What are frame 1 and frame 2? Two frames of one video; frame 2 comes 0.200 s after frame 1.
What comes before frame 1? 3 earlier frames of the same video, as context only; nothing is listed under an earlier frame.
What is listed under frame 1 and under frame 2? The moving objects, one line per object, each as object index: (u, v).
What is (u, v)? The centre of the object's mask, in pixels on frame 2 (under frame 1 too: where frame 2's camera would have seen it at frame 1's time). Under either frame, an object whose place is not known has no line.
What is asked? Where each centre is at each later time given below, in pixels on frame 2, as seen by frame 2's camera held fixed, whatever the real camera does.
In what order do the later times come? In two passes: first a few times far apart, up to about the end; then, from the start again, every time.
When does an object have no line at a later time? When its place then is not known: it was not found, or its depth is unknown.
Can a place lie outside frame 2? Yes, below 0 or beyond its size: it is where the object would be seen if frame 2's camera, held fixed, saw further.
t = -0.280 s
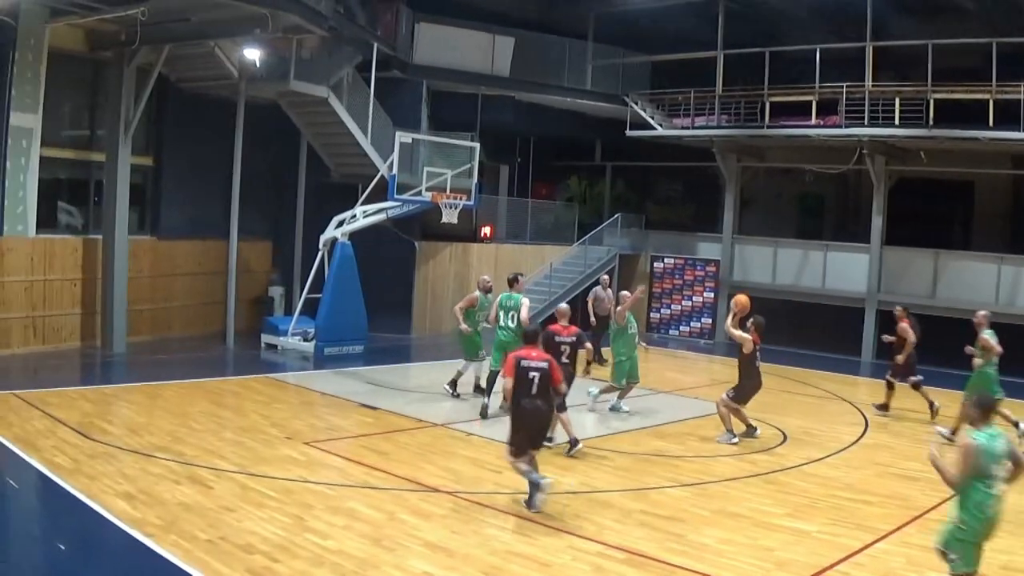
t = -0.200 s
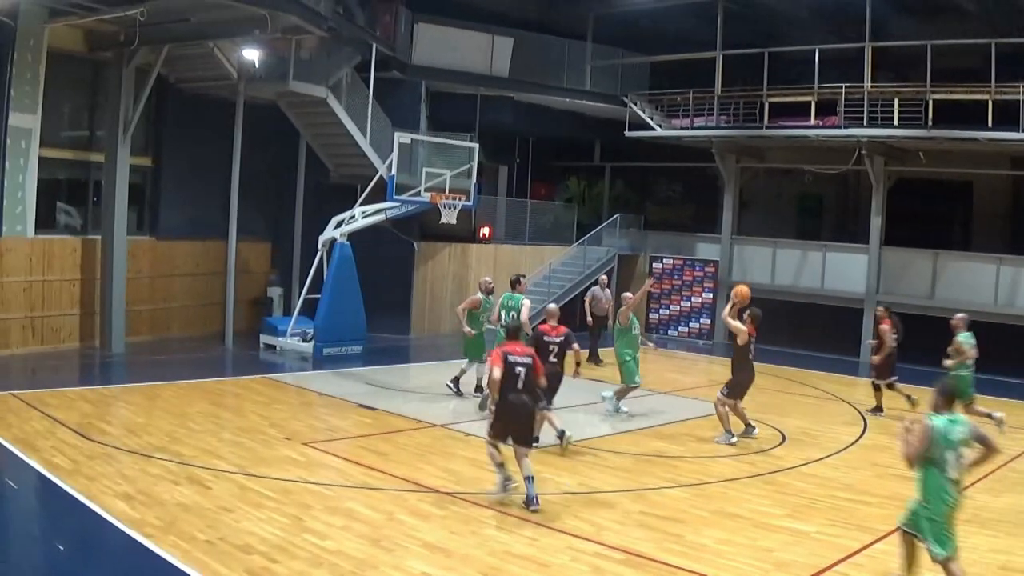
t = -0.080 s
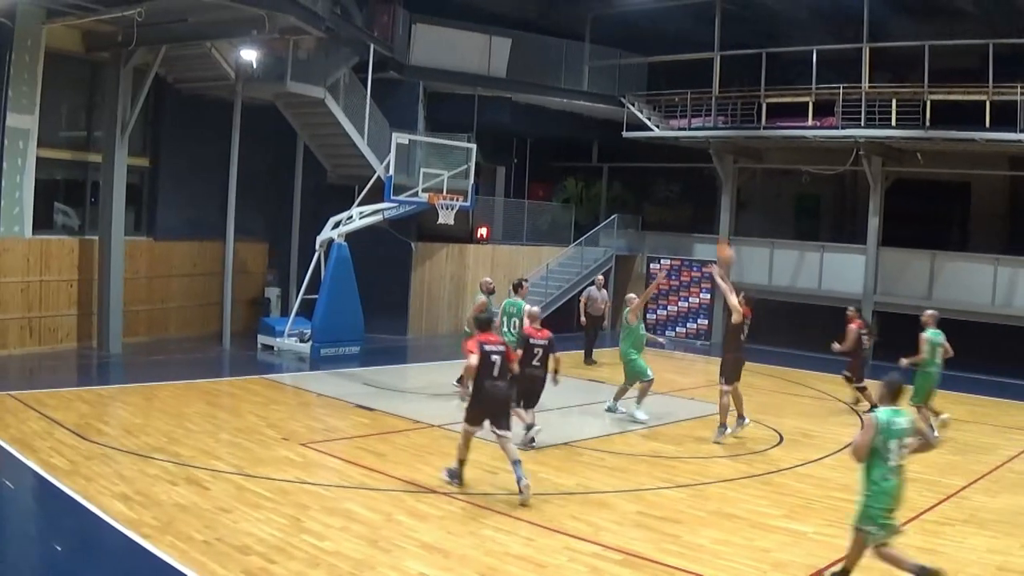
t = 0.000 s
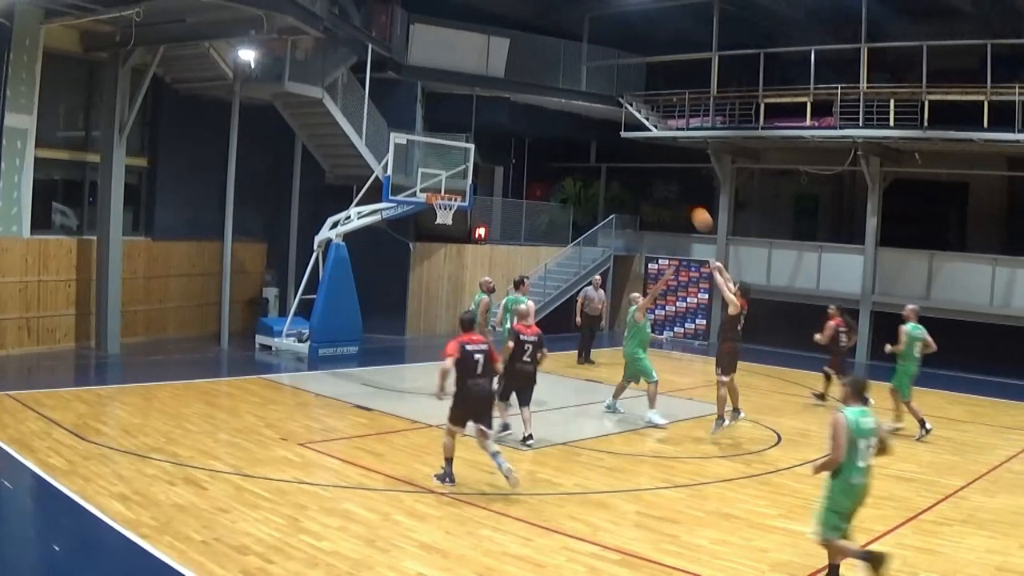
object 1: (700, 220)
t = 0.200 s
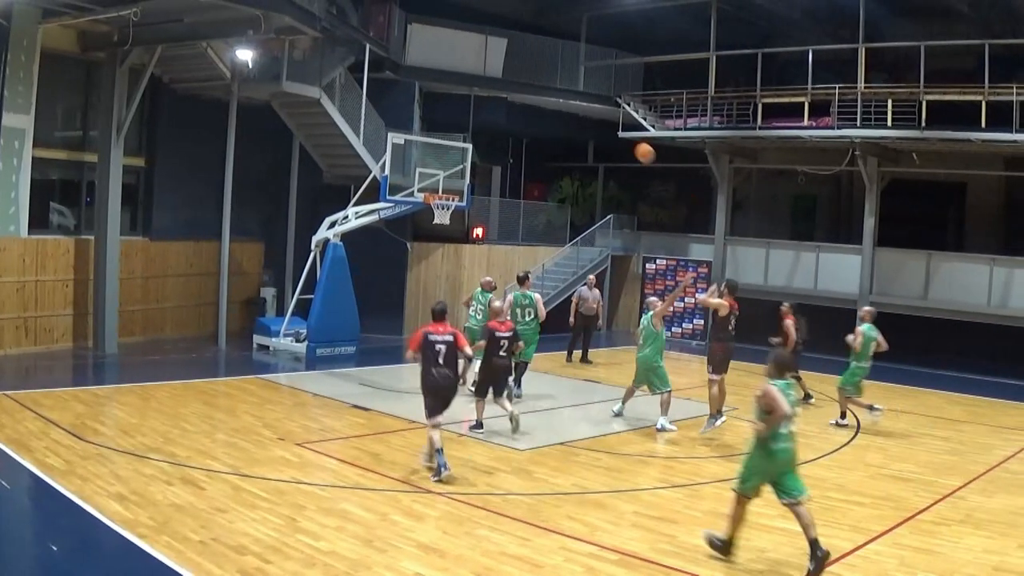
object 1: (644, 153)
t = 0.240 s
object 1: (634, 144)
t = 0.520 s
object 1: (564, 114)
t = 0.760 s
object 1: (508, 130)
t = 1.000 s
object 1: (456, 179)
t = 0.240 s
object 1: (634, 144)
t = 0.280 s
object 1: (623, 136)
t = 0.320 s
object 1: (612, 129)
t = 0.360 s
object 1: (603, 124)
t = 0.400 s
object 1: (593, 120)
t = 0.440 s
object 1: (583, 117)
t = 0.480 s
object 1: (573, 115)
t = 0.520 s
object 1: (564, 114)
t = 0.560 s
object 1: (554, 114)
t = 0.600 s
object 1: (545, 115)
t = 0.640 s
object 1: (535, 117)
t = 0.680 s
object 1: (526, 120)
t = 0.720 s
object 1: (517, 125)
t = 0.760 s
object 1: (508, 130)
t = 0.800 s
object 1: (499, 135)
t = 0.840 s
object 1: (490, 143)
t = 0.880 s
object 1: (482, 150)
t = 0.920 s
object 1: (473, 159)
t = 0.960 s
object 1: (464, 169)
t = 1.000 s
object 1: (456, 179)
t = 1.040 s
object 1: (448, 187)
